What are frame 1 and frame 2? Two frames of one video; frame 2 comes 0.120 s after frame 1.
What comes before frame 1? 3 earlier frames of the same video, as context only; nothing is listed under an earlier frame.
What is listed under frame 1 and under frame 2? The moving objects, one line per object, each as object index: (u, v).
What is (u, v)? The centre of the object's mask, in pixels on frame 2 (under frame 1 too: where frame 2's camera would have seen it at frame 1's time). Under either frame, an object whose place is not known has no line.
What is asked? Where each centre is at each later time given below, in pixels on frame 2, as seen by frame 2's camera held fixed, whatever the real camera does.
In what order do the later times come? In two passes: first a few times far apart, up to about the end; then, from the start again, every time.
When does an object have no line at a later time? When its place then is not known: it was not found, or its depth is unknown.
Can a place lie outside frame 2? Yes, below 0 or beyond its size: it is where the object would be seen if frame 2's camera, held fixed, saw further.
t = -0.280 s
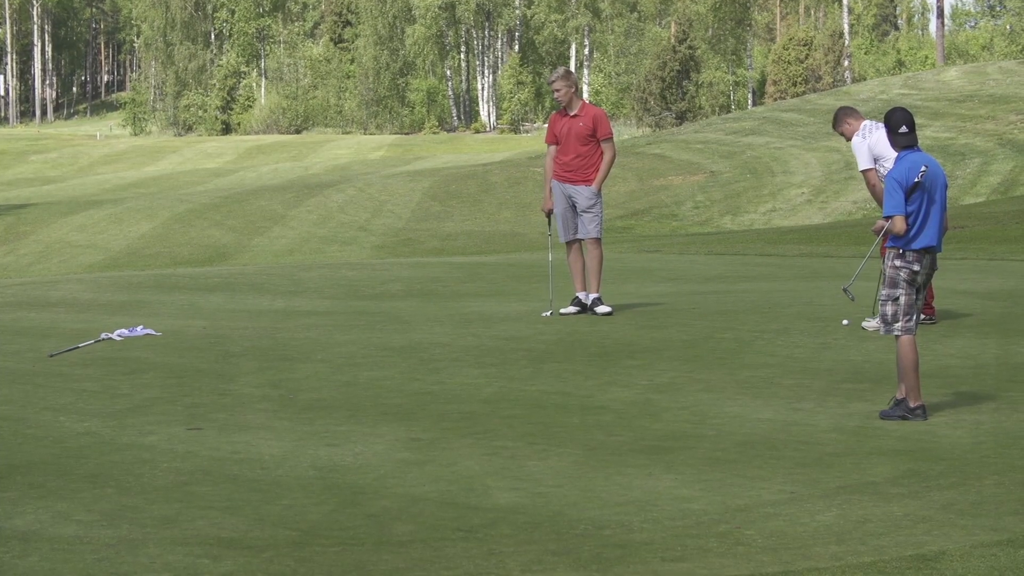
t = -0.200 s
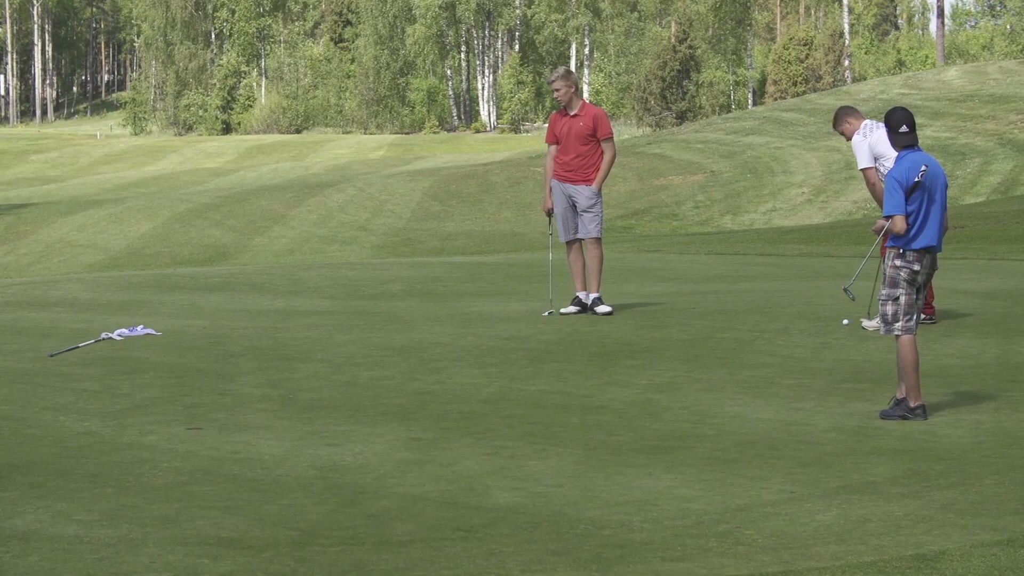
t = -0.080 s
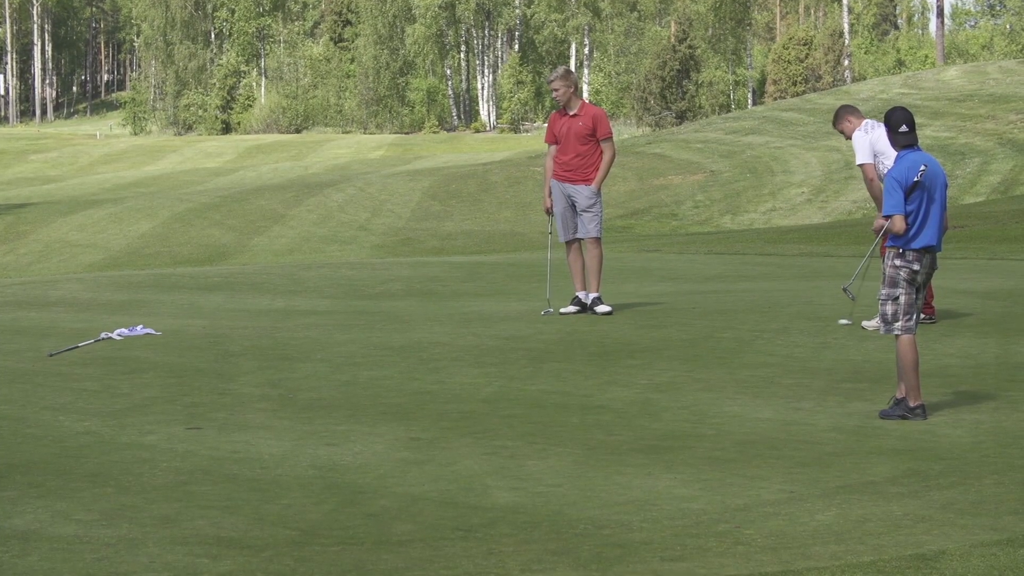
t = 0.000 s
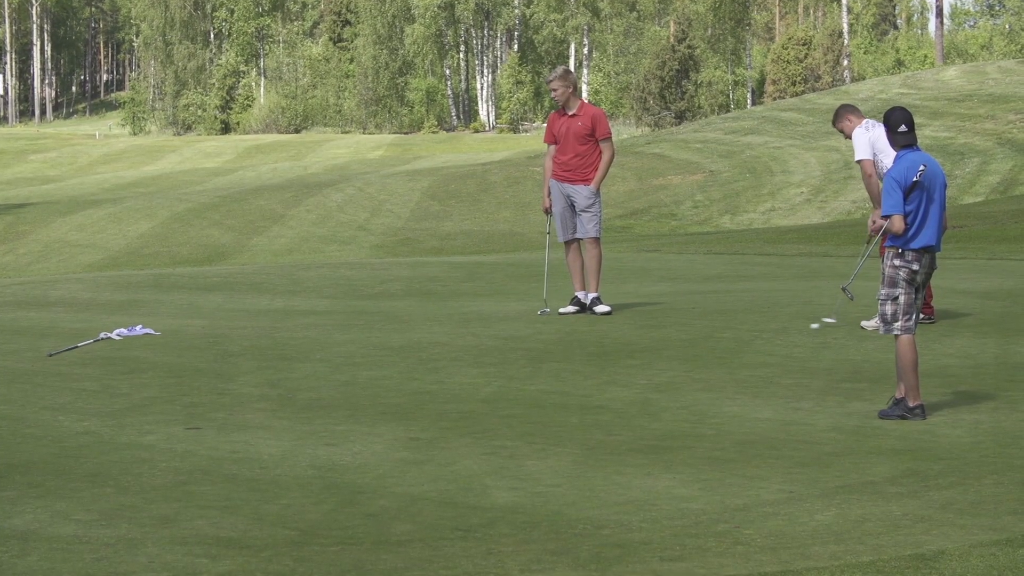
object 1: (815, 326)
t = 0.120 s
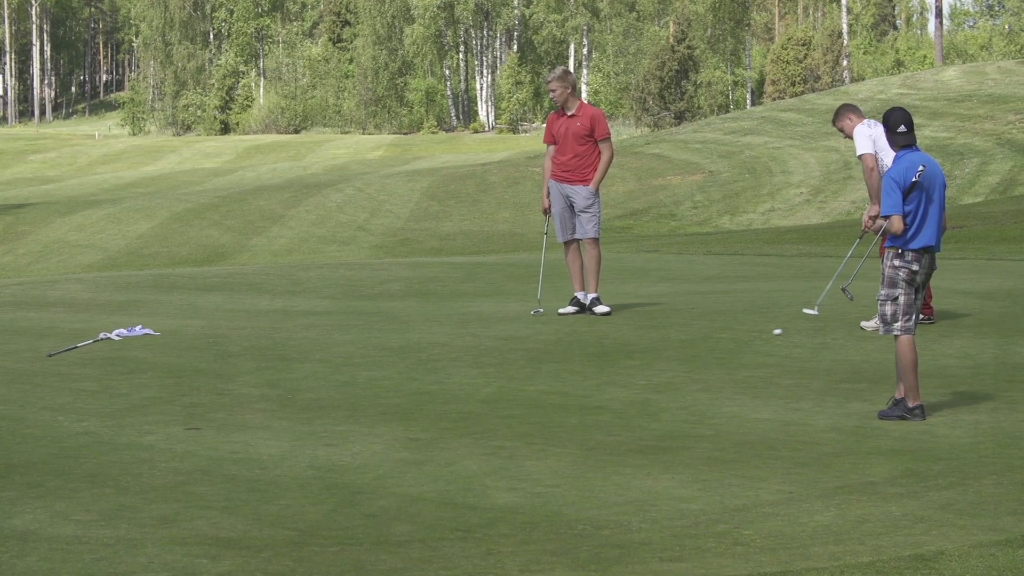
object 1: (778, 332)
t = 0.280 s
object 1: (736, 338)
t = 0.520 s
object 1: (677, 347)
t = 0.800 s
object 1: (610, 357)
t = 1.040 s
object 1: (556, 365)
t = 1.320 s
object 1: (496, 374)
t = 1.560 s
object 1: (448, 380)
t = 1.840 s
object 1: (398, 388)
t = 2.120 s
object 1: (354, 394)
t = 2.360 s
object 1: (319, 399)
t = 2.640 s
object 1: (285, 404)
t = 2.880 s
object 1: (260, 407)
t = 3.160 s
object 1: (237, 410)
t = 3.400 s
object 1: (221, 412)
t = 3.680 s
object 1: (212, 413)
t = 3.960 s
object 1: (210, 414)
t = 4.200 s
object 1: (210, 414)
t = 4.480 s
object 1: (210, 414)
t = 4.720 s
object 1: (210, 414)
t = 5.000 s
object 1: (210, 414)
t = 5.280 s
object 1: (210, 414)
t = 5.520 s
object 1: (210, 414)
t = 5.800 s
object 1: (210, 414)
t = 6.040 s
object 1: (210, 414)
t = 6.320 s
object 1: (210, 414)
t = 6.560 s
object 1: (210, 414)
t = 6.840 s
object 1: (210, 414)
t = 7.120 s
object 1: (210, 414)
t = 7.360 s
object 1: (211, 414)
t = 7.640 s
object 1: (212, 414)
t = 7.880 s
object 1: (214, 413)
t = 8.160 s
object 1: (215, 412)
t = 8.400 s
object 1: (216, 412)
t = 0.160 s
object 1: (766, 334)
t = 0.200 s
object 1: (756, 335)
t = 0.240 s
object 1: (746, 337)
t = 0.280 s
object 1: (736, 338)
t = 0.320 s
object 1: (726, 340)
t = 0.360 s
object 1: (716, 341)
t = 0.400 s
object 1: (706, 343)
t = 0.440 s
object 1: (696, 344)
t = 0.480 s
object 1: (686, 346)
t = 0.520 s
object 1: (677, 347)
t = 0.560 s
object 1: (667, 348)
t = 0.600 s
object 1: (657, 350)
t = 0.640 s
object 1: (648, 351)
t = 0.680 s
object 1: (638, 353)
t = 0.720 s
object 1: (629, 354)
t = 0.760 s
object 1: (619, 356)
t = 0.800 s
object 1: (610, 357)
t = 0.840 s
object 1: (601, 358)
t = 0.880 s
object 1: (592, 360)
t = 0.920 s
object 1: (583, 361)
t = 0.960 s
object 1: (574, 362)
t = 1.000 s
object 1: (565, 364)
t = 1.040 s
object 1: (556, 365)
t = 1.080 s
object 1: (547, 366)
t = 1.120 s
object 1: (538, 368)
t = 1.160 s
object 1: (530, 369)
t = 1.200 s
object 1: (521, 370)
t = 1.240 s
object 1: (513, 371)
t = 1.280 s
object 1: (505, 372)
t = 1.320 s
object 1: (496, 374)
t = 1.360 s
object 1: (488, 375)
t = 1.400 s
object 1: (480, 376)
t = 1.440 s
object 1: (472, 377)
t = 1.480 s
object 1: (464, 379)
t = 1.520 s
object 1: (456, 380)
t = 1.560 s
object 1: (448, 380)
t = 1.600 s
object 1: (441, 381)
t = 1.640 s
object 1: (433, 383)
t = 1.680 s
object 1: (426, 383)
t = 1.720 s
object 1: (419, 384)
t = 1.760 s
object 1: (412, 386)
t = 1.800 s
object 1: (405, 387)
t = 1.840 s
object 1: (398, 388)
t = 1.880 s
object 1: (391, 389)
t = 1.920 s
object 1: (385, 389)
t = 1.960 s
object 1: (379, 390)
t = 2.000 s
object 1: (372, 391)
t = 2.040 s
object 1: (366, 392)
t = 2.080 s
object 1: (360, 393)
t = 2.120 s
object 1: (354, 394)
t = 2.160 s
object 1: (348, 395)
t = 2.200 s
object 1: (342, 396)
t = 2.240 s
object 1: (336, 397)
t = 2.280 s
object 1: (331, 398)
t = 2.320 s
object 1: (325, 398)
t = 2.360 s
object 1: (319, 399)
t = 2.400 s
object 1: (314, 400)
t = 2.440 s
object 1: (309, 400)
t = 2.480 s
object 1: (304, 401)
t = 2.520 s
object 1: (299, 402)
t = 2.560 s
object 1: (294, 402)
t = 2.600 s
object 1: (289, 403)
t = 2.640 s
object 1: (285, 404)
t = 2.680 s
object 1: (280, 405)
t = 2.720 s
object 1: (276, 405)
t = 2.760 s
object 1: (271, 406)
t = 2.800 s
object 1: (267, 406)
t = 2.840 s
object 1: (263, 407)
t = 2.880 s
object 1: (260, 407)
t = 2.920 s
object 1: (256, 408)
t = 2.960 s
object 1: (253, 408)
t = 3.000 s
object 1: (249, 409)
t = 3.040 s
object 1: (246, 409)
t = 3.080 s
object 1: (243, 409)
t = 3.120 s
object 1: (239, 410)
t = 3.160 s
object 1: (237, 410)
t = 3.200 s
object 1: (234, 410)
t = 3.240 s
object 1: (231, 411)
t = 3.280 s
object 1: (228, 412)
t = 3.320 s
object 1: (226, 412)
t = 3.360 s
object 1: (224, 412)
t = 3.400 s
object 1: (221, 412)
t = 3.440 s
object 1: (220, 412)
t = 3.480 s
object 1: (218, 413)
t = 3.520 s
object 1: (217, 413)
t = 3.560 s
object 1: (215, 413)
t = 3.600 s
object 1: (214, 413)
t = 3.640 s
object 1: (213, 413)
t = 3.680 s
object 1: (212, 413)
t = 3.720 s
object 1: (211, 413)
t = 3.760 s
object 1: (210, 414)
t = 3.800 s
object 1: (210, 414)
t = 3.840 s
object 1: (210, 414)
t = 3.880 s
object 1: (210, 414)
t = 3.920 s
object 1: (210, 414)
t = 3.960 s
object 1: (210, 414)
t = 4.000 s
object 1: (210, 414)
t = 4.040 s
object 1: (210, 414)
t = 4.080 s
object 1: (210, 414)
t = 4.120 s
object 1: (210, 414)
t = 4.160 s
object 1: (210, 414)
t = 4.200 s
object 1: (210, 414)
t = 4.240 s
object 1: (210, 414)
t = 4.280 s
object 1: (210, 414)
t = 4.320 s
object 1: (210, 414)
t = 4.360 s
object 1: (210, 414)
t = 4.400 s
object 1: (210, 414)
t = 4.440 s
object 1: (210, 414)
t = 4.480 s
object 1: (210, 414)
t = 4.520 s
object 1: (210, 414)
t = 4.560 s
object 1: (210, 414)
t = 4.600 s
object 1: (210, 414)
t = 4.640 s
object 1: (210, 414)
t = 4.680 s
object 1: (210, 414)
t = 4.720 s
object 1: (210, 414)
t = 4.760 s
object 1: (210, 414)
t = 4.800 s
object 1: (210, 414)
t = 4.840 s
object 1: (210, 414)
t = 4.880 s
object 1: (210, 414)
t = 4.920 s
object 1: (210, 414)
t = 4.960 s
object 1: (210, 414)
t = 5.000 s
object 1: (210, 414)
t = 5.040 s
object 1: (210, 414)
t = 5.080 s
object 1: (210, 414)
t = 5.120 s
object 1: (210, 414)
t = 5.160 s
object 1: (210, 414)
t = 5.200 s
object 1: (210, 414)
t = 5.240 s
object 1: (210, 414)
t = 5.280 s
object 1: (210, 414)
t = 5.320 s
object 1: (210, 414)
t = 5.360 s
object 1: (210, 414)
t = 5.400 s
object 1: (210, 414)
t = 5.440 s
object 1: (210, 414)
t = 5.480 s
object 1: (210, 414)
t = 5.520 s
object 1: (210, 414)
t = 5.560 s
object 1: (210, 414)
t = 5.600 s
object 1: (210, 414)
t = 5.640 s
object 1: (210, 414)
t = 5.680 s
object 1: (210, 414)
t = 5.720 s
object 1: (210, 414)
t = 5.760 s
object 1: (210, 414)
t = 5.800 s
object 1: (210, 414)
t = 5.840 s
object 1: (210, 414)
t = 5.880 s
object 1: (210, 414)
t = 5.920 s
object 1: (210, 414)
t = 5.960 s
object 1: (210, 414)
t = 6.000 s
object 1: (210, 414)
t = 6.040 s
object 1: (210, 414)
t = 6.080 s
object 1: (210, 414)
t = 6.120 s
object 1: (210, 414)
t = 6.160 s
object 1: (210, 414)
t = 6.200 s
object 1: (210, 414)
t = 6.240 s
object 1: (210, 414)
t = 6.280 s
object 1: (210, 414)
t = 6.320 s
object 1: (210, 414)
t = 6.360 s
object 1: (210, 414)
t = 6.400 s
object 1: (210, 414)
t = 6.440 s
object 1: (210, 414)
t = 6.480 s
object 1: (210, 414)
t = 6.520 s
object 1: (210, 414)
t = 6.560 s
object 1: (210, 414)
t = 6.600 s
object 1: (210, 414)
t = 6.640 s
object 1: (210, 414)
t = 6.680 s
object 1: (210, 414)
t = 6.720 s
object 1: (210, 414)
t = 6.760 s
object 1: (210, 414)
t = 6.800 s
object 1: (210, 414)
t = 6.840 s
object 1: (210, 414)
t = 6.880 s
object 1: (210, 414)
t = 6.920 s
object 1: (210, 414)
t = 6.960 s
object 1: (210, 415)
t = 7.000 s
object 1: (210, 414)
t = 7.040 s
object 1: (210, 415)
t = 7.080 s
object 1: (210, 415)
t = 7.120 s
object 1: (210, 414)
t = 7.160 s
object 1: (210, 415)
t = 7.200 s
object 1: (210, 414)
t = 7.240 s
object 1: (210, 414)
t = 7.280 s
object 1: (210, 414)
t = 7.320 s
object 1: (211, 415)
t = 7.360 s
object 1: (211, 414)
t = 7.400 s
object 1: (211, 414)
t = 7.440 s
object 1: (211, 414)
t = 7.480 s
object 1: (211, 414)
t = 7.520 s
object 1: (211, 414)
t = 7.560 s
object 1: (211, 414)
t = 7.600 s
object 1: (211, 414)
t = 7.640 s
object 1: (212, 414)
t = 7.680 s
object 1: (212, 413)
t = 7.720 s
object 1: (212, 413)
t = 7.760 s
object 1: (212, 413)
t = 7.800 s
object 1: (213, 413)
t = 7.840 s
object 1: (213, 413)
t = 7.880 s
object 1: (214, 413)
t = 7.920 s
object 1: (214, 413)
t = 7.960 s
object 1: (214, 412)
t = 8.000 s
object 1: (214, 412)
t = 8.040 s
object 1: (214, 412)
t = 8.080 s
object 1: (214, 412)
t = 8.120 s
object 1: (215, 412)
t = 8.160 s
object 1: (215, 412)
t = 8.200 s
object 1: (215, 412)
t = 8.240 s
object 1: (215, 412)
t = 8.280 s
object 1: (215, 412)
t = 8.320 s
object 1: (215, 412)
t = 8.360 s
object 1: (216, 412)
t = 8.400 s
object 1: (216, 412)
